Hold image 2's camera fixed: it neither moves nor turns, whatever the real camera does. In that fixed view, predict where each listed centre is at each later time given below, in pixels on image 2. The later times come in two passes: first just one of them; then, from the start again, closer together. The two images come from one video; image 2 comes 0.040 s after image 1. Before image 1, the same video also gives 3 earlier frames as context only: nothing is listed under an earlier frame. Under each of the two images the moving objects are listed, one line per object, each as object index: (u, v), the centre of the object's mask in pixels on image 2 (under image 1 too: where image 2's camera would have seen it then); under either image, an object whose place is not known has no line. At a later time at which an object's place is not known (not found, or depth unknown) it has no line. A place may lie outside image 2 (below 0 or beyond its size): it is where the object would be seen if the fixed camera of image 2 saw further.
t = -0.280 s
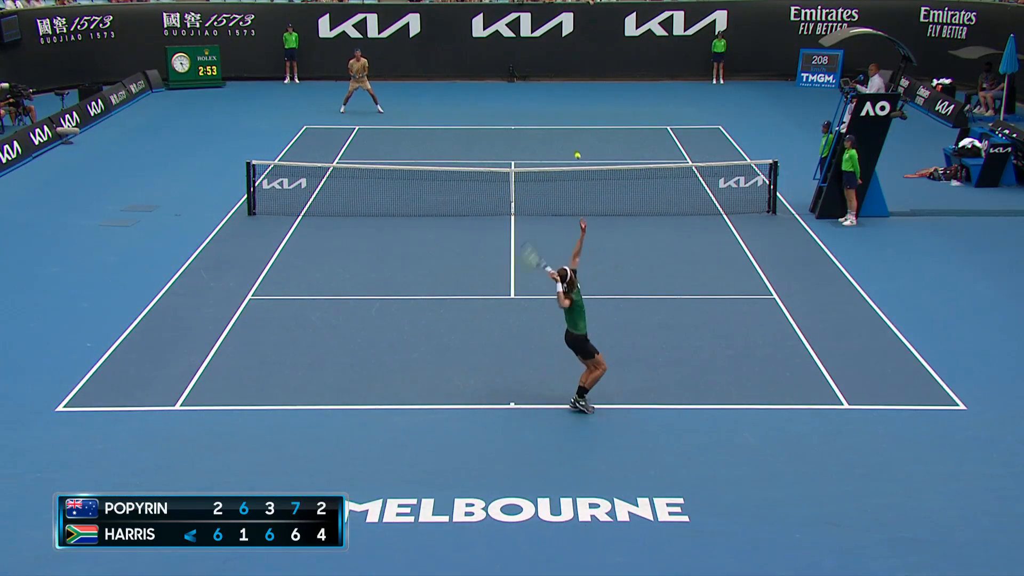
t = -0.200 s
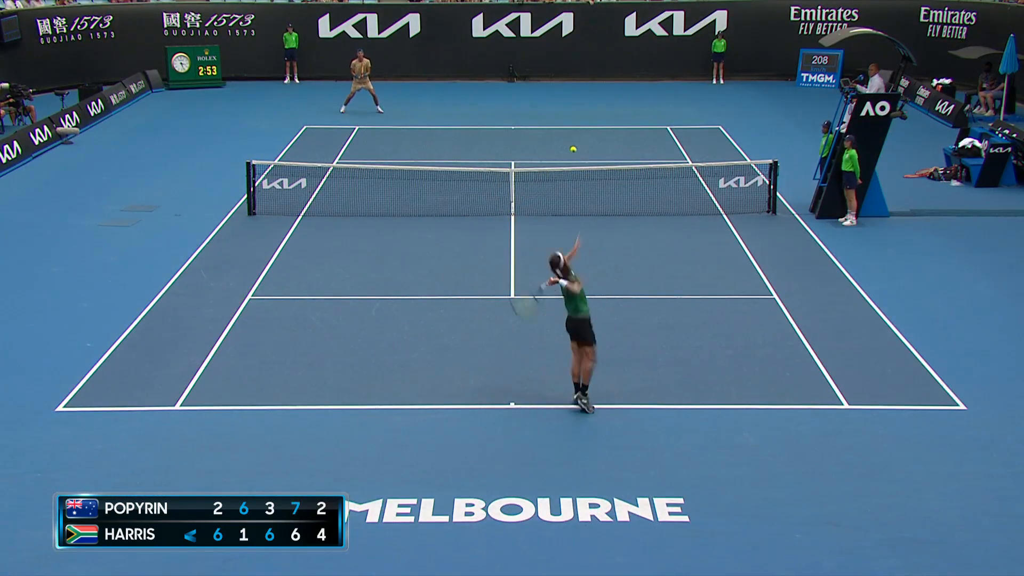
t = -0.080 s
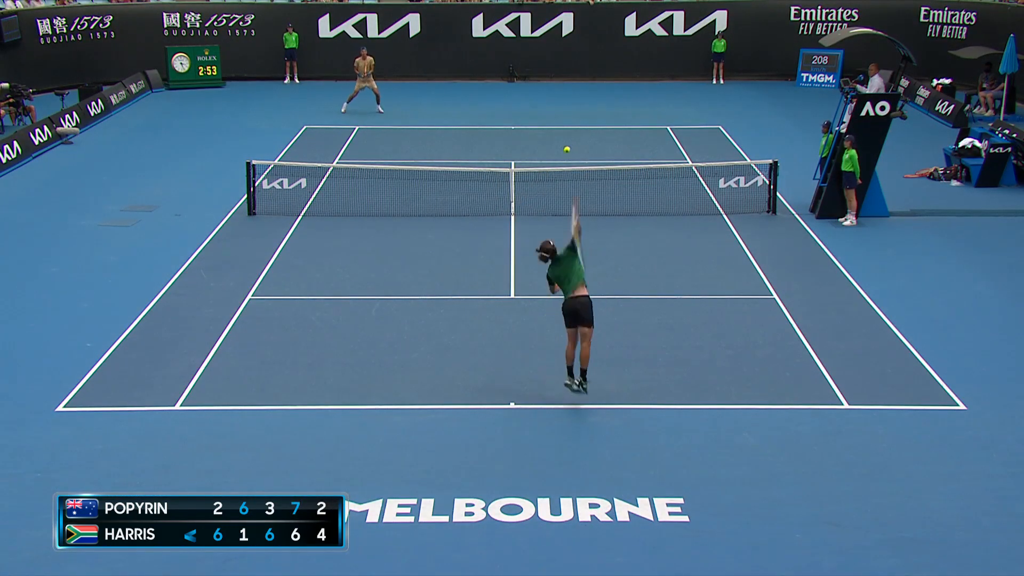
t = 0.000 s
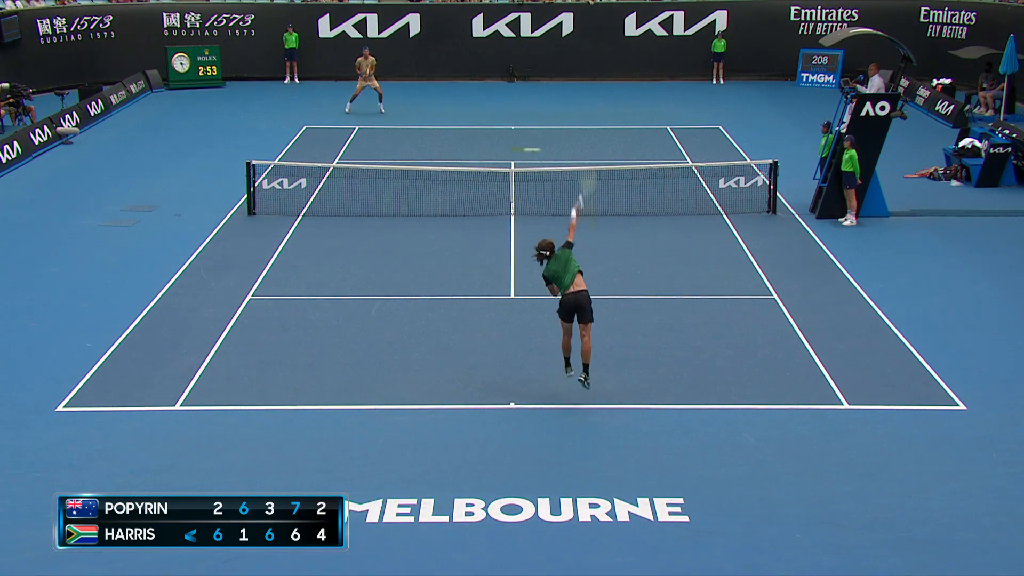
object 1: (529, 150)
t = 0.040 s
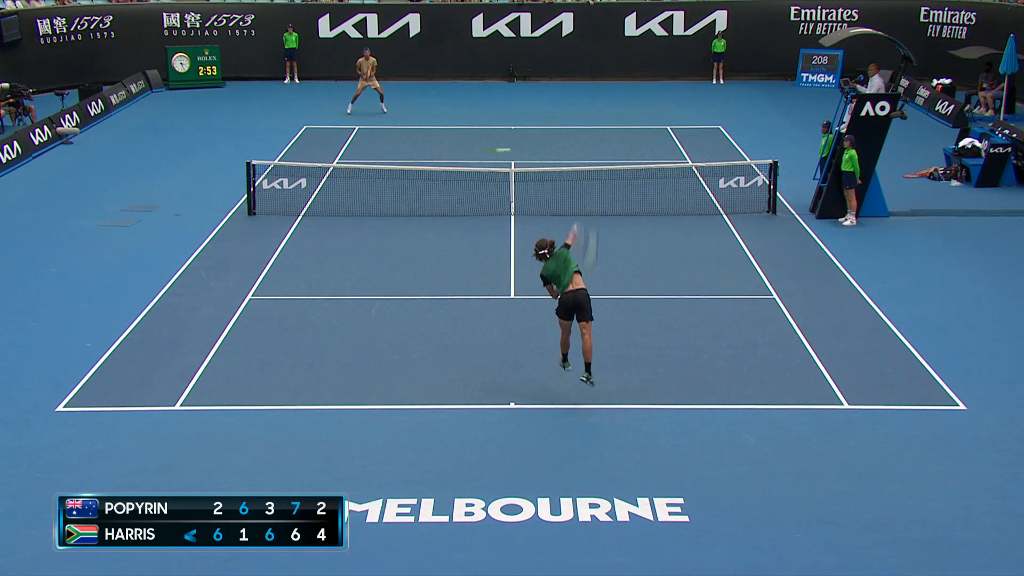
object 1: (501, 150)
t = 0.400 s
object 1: (356, 148)
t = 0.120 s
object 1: (455, 153)
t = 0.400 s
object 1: (356, 148)
